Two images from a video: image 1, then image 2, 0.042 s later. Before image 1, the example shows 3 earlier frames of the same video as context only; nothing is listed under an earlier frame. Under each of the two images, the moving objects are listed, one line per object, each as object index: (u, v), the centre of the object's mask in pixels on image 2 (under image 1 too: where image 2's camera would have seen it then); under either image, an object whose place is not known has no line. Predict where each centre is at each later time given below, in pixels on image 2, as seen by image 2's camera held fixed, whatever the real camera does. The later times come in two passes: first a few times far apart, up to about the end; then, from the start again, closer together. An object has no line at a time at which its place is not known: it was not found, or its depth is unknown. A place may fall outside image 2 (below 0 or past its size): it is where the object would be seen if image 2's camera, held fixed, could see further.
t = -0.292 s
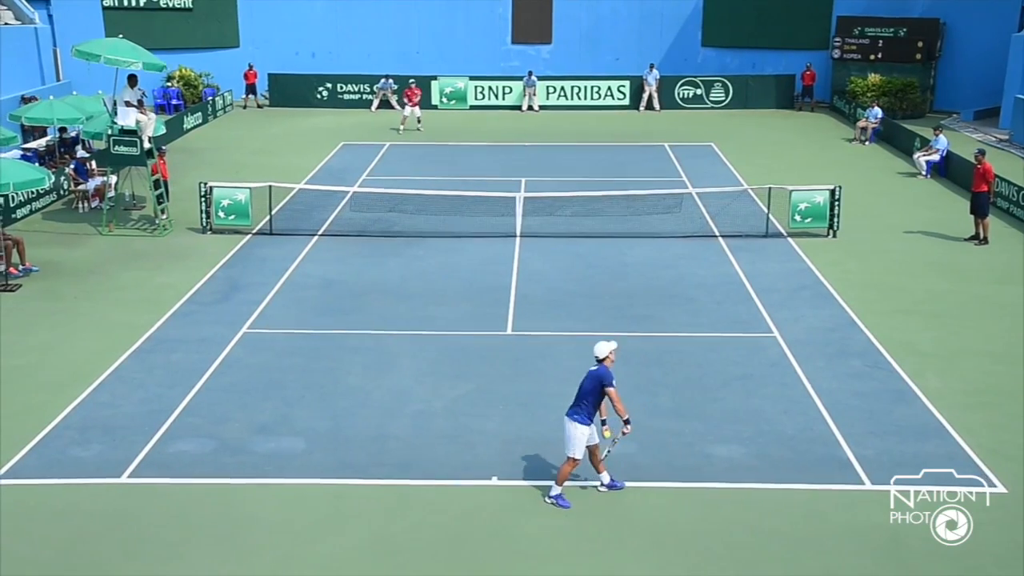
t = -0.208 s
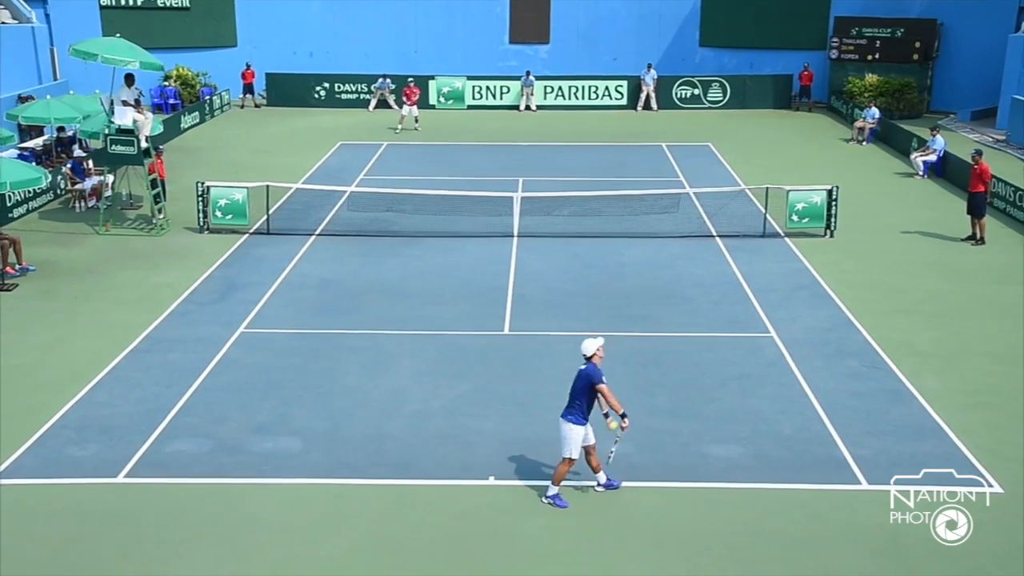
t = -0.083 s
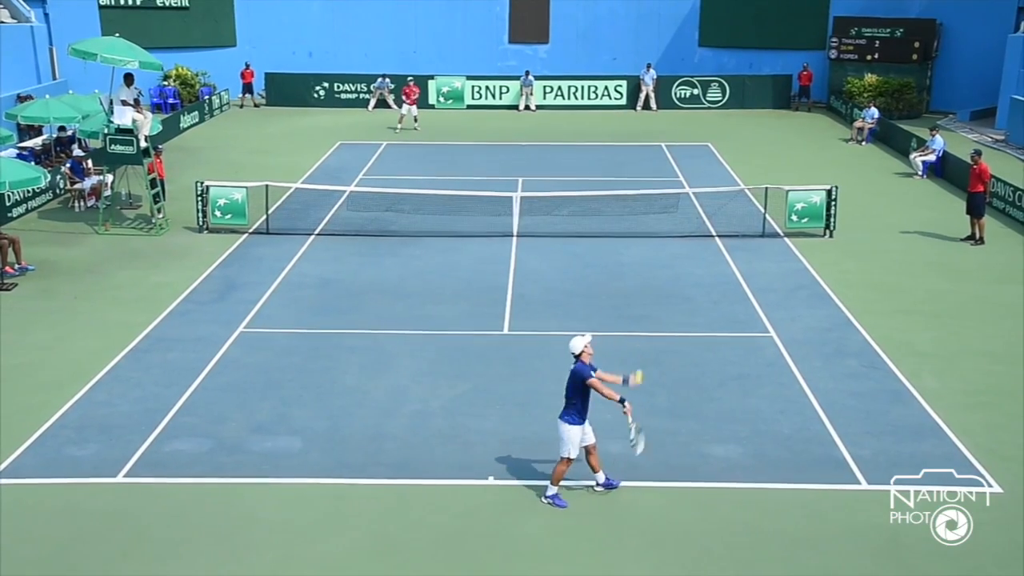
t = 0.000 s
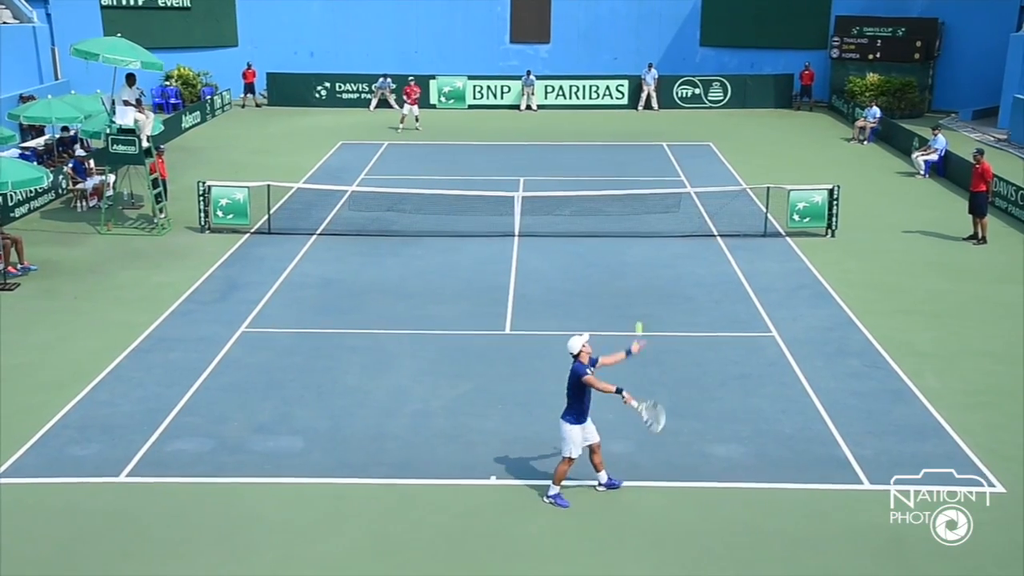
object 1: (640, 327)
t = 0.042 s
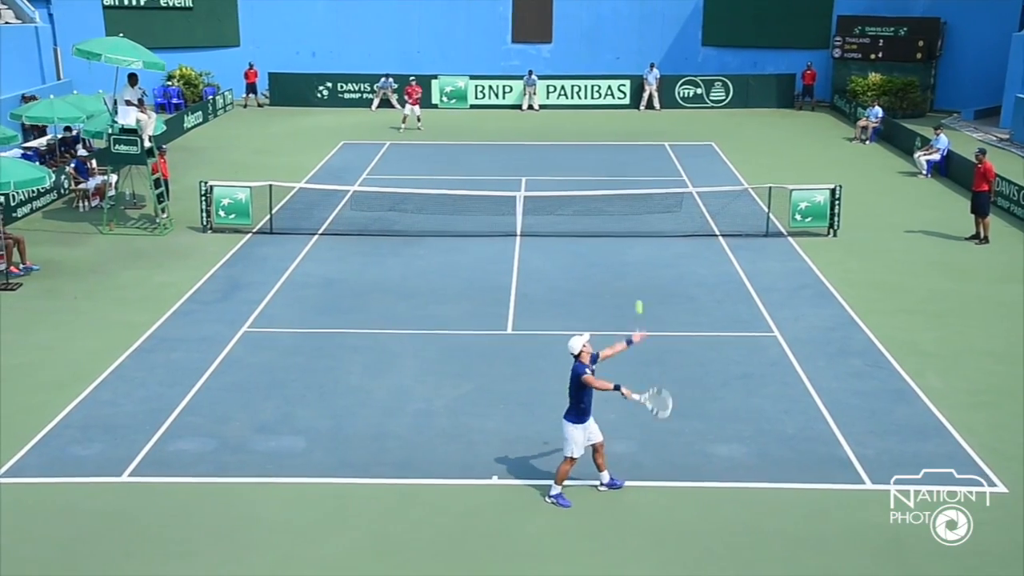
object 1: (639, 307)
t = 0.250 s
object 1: (630, 218)
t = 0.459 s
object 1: (619, 165)
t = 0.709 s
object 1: (605, 150)
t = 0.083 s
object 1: (637, 286)
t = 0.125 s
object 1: (635, 267)
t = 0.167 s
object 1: (633, 249)
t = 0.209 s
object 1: (632, 233)
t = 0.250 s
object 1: (630, 218)
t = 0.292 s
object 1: (628, 204)
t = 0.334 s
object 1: (626, 192)
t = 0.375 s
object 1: (624, 182)
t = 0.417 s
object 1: (621, 172)
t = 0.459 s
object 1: (619, 165)
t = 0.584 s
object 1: (612, 151)
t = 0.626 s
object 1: (610, 149)
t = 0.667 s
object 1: (607, 149)
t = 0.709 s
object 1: (605, 150)
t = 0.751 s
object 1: (602, 153)
